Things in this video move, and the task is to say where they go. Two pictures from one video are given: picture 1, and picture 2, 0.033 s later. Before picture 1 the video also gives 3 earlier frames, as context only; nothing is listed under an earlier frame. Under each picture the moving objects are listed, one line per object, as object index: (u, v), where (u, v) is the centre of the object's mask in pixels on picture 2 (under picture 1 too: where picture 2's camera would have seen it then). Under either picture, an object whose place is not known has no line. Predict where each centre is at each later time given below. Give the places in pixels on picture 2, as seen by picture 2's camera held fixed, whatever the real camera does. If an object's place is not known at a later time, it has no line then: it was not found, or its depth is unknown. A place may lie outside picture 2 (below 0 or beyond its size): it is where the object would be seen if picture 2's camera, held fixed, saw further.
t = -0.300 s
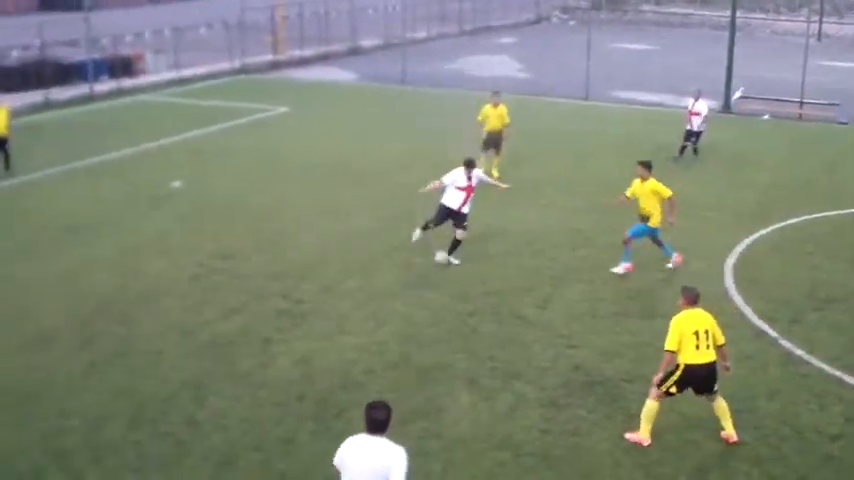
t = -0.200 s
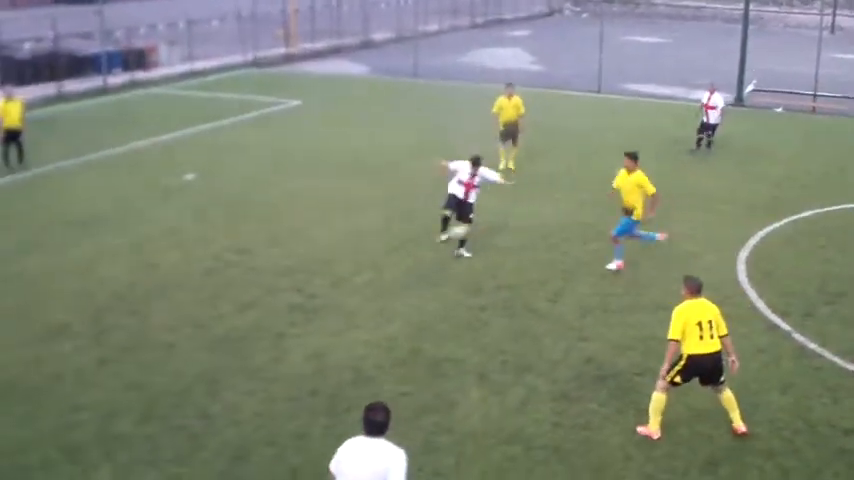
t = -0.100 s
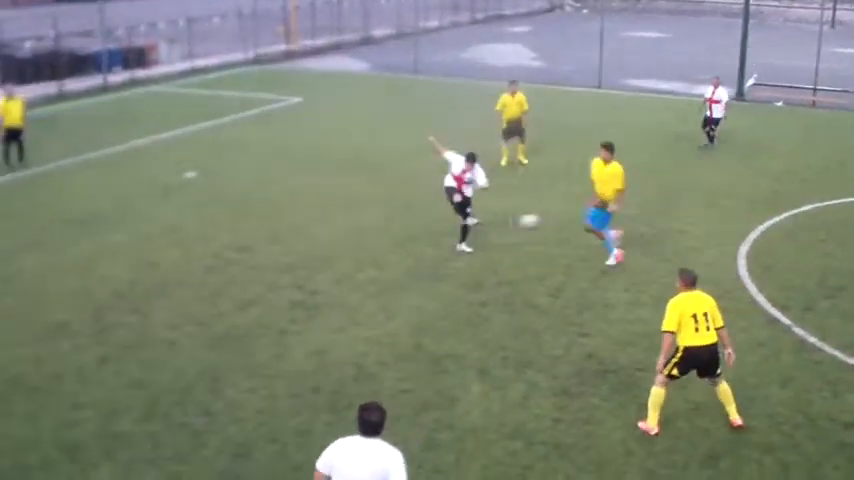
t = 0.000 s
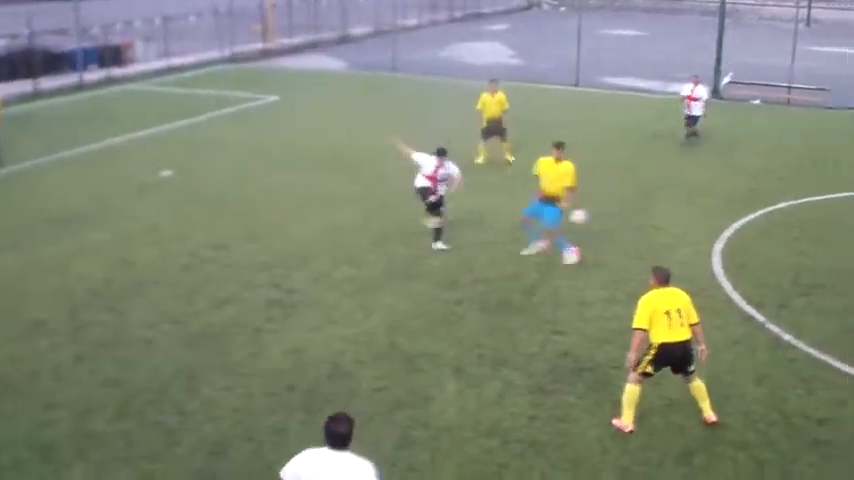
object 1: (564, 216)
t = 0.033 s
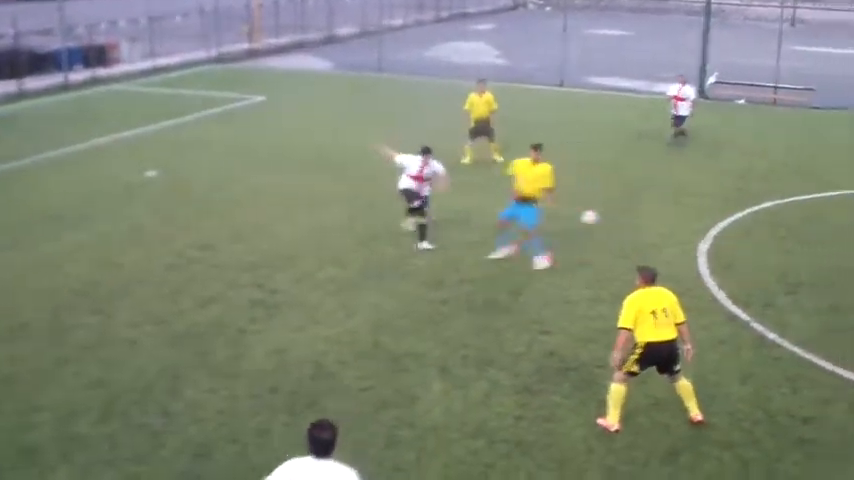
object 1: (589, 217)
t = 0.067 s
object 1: (615, 218)
